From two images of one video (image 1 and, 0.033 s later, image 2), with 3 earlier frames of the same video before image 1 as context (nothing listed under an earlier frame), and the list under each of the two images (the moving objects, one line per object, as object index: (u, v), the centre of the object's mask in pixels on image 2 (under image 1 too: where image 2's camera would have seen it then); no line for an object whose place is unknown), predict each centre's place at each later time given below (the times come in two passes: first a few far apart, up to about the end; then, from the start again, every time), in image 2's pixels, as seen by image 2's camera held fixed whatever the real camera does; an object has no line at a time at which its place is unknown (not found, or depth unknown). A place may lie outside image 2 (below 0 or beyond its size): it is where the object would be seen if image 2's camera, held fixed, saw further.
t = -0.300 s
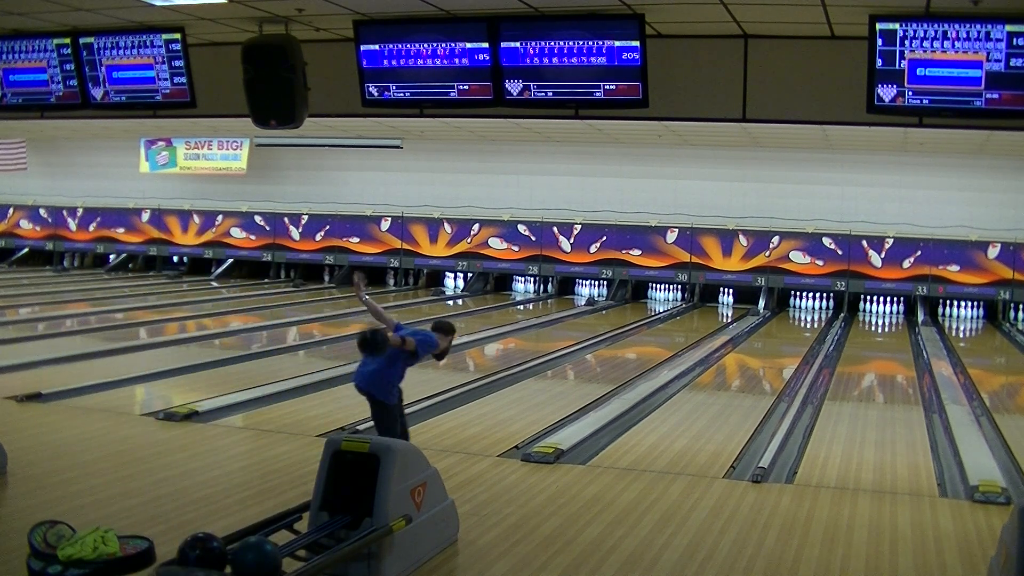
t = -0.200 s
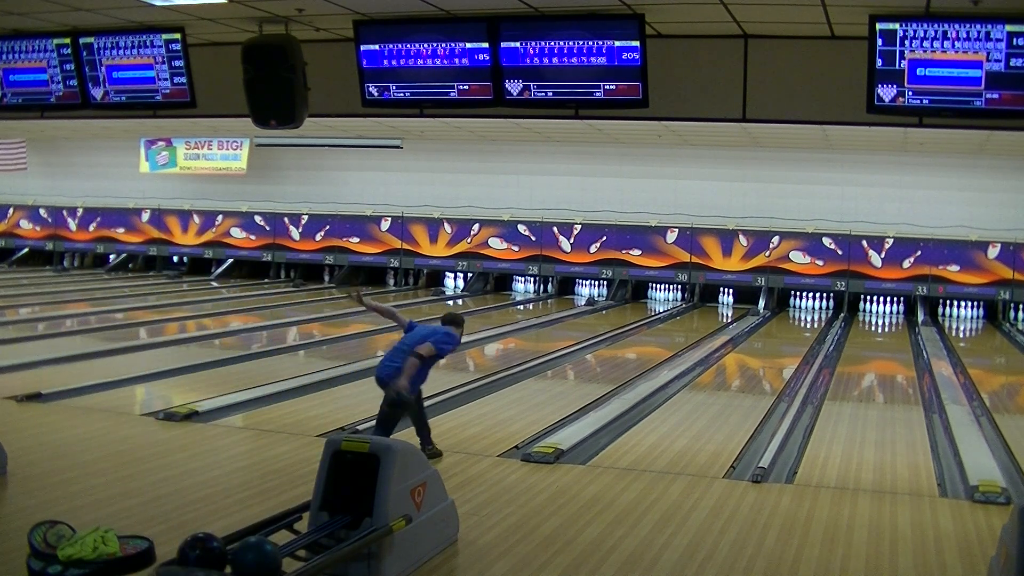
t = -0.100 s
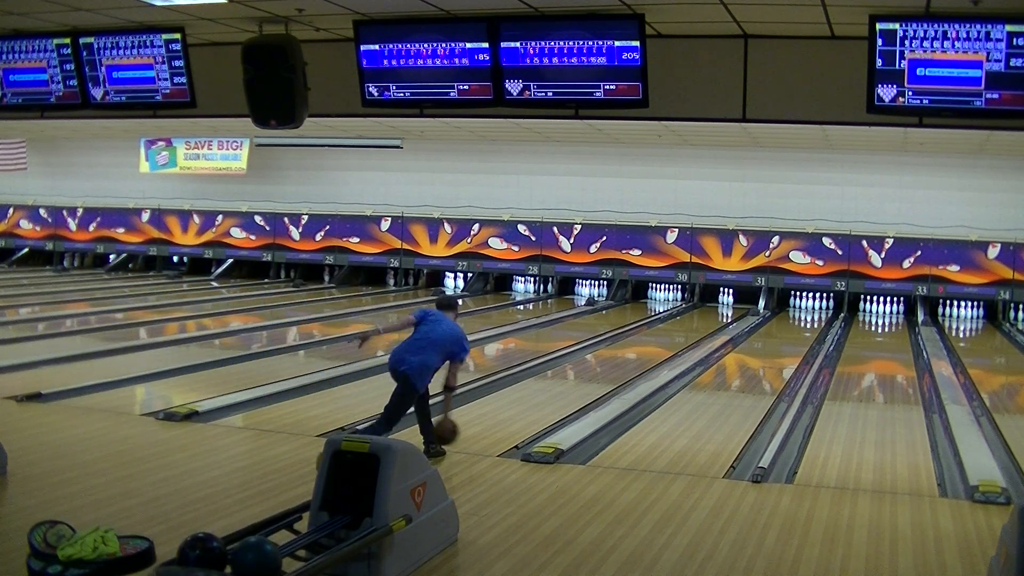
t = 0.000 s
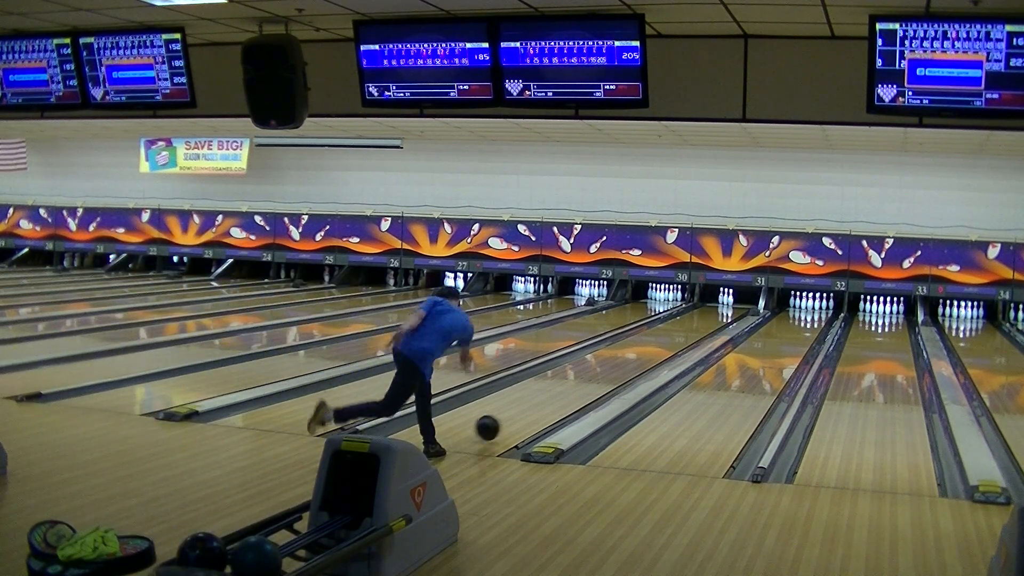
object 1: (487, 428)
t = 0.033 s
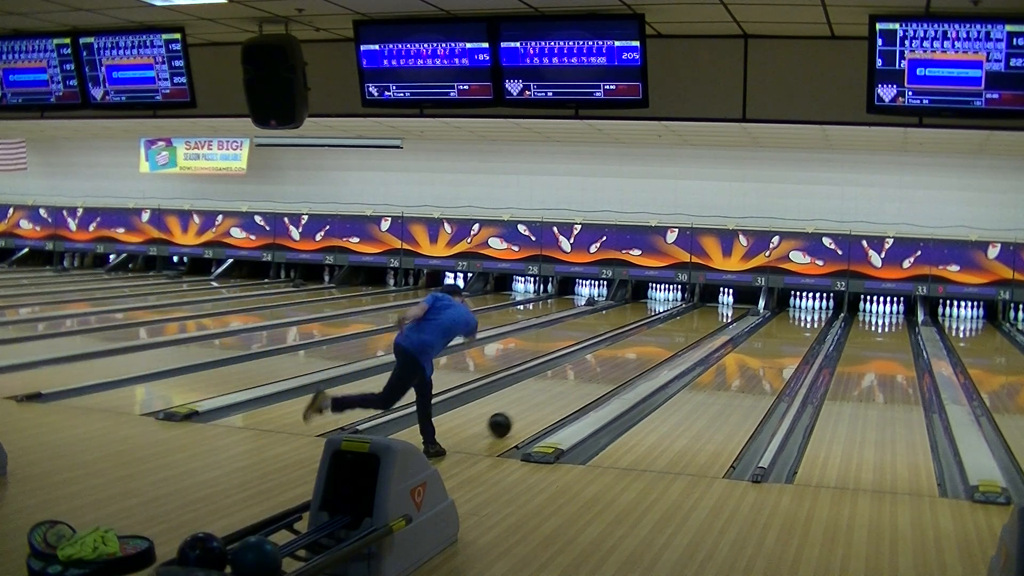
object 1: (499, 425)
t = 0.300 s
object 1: (576, 389)
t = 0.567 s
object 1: (628, 365)
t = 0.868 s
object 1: (669, 345)
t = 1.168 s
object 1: (697, 330)
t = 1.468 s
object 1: (715, 319)
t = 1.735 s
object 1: (726, 310)
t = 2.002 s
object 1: (730, 303)
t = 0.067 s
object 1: (511, 419)
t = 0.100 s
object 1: (522, 415)
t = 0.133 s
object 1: (532, 410)
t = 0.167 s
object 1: (542, 405)
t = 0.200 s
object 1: (551, 401)
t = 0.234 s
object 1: (560, 397)
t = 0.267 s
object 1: (568, 393)
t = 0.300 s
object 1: (576, 389)
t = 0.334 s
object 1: (584, 386)
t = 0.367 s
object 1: (591, 382)
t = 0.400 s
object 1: (598, 379)
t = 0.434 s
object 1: (604, 376)
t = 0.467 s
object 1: (611, 373)
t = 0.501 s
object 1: (617, 370)
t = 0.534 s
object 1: (623, 367)
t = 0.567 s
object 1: (628, 365)
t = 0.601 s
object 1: (634, 362)
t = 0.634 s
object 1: (638, 360)
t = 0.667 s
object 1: (643, 358)
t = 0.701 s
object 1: (648, 355)
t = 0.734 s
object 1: (652, 353)
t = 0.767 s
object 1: (657, 351)
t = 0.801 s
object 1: (661, 348)
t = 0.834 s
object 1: (665, 347)
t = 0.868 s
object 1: (669, 345)
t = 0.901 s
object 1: (672, 343)
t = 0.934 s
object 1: (676, 341)
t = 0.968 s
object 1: (679, 340)
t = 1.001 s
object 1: (683, 338)
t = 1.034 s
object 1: (686, 336)
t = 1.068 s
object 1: (689, 334)
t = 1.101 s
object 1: (691, 333)
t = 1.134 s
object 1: (694, 331)
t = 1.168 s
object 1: (697, 330)
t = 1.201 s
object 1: (699, 329)
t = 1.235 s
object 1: (702, 327)
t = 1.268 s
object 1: (704, 326)
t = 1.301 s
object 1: (706, 324)
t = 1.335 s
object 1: (708, 323)
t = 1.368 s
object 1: (710, 322)
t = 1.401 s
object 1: (712, 321)
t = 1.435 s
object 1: (714, 320)
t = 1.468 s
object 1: (715, 319)
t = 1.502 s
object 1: (717, 318)
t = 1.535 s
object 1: (718, 317)
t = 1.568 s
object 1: (720, 316)
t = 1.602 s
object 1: (721, 314)
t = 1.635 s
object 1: (722, 313)
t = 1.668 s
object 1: (723, 312)
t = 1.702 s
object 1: (726, 310)
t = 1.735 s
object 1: (726, 310)
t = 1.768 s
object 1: (727, 310)
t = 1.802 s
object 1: (728, 309)
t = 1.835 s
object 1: (728, 308)
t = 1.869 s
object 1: (729, 307)
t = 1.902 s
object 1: (730, 306)
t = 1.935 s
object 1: (730, 305)
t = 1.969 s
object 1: (730, 305)
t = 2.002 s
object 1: (730, 303)
